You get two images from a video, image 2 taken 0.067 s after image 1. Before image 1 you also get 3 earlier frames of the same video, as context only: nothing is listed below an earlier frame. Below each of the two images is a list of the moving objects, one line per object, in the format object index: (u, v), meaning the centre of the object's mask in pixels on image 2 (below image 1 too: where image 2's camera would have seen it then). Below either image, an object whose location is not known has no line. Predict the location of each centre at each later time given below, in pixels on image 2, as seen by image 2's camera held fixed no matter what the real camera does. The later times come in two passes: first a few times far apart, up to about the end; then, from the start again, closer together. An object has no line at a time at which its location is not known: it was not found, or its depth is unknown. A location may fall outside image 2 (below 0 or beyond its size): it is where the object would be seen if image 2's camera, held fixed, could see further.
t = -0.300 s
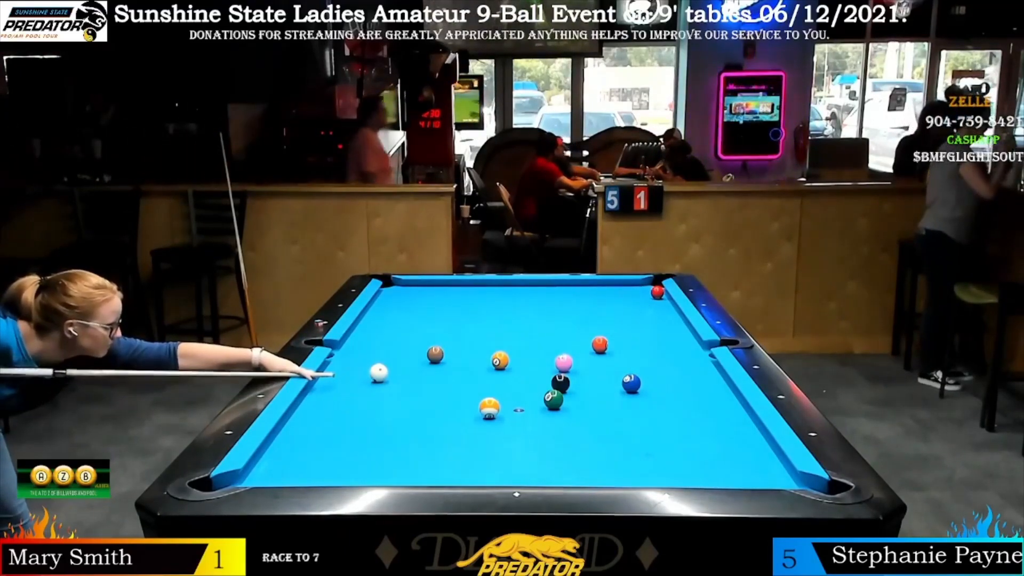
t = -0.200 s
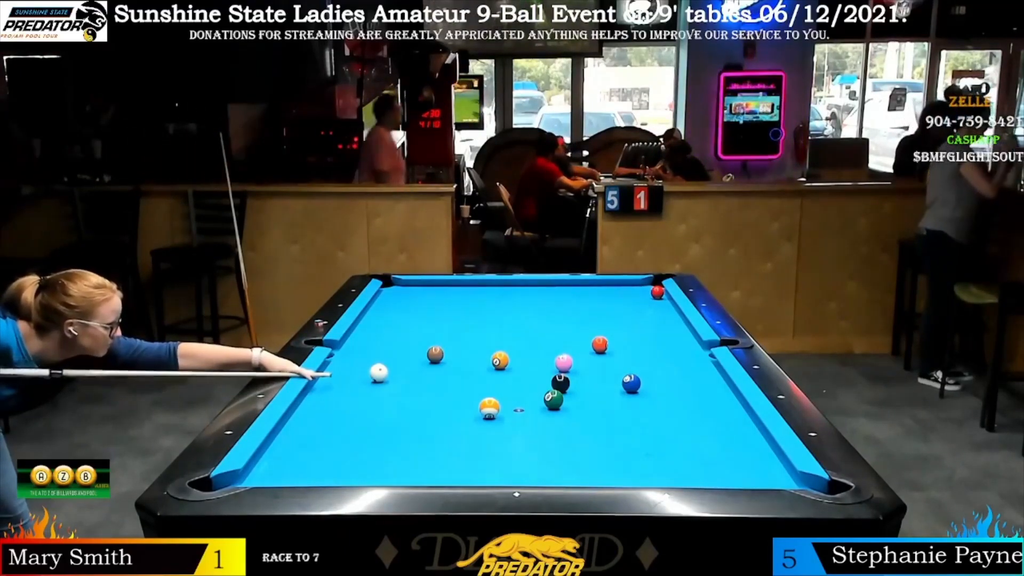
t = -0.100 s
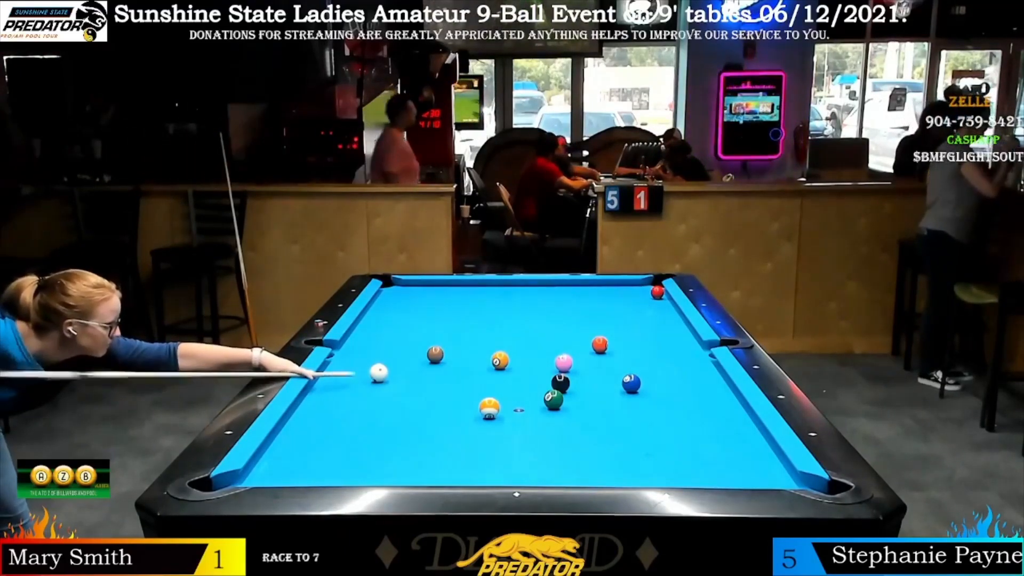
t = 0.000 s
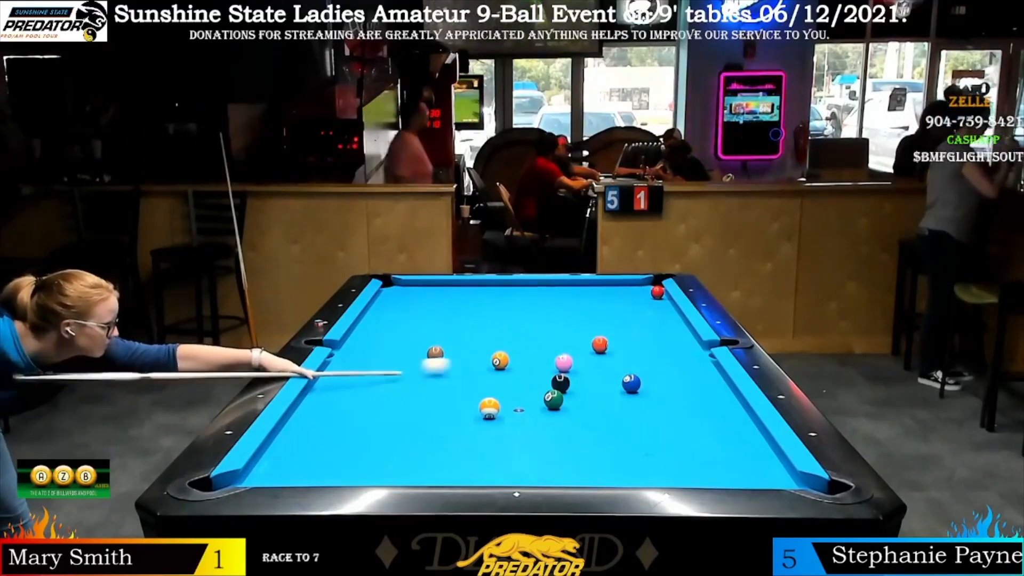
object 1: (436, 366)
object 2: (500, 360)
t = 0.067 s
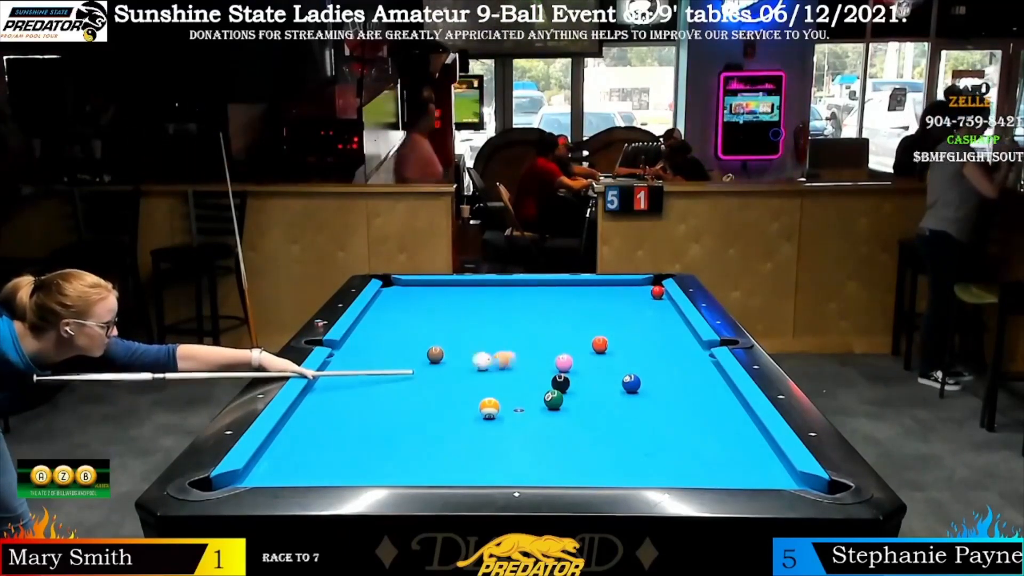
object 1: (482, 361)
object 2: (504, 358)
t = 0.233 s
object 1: (485, 358)
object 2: (604, 352)
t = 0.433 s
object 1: (487, 355)
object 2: (696, 346)
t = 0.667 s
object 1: (490, 352)
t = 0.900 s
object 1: (492, 349)
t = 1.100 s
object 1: (494, 347)
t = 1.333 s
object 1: (496, 345)
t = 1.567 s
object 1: (497, 342)
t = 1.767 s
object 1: (498, 341)
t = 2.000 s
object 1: (499, 340)
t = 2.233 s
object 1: (499, 340)
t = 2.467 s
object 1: (499, 339)
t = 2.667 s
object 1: (499, 339)
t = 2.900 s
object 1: (499, 339)
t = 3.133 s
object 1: (499, 339)
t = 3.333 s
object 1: (499, 339)
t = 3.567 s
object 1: (499, 339)
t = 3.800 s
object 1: (499, 339)
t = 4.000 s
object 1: (499, 339)
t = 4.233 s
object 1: (499, 339)
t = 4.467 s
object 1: (499, 339)
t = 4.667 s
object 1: (499, 339)
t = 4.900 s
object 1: (499, 339)
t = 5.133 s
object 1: (499, 339)
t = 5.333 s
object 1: (499, 339)
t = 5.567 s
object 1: (499, 339)
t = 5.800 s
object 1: (499, 339)
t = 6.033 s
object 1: (499, 339)
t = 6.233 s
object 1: (499, 339)
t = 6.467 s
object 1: (499, 339)
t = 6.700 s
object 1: (499, 339)
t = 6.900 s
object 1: (499, 339)
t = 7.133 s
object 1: (499, 339)
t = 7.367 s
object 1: (499, 339)
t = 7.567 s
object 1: (499, 339)
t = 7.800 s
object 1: (499, 339)
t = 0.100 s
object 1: (483, 361)
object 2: (525, 358)
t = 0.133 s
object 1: (484, 360)
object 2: (546, 356)
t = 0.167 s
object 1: (484, 359)
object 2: (568, 352)
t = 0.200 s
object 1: (484, 359)
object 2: (585, 354)
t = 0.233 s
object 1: (485, 358)
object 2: (604, 352)
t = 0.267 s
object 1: (485, 358)
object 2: (621, 350)
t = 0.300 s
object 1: (486, 357)
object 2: (637, 350)
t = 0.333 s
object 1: (486, 356)
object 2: (652, 349)
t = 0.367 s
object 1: (486, 356)
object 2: (668, 348)
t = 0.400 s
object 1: (487, 355)
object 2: (681, 346)
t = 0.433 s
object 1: (487, 355)
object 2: (696, 346)
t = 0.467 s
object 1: (487, 355)
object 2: (710, 343)
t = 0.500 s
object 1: (488, 354)
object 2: (720, 343)
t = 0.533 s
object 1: (488, 354)
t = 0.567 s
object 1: (489, 353)
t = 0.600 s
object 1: (489, 353)
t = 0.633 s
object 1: (490, 352)
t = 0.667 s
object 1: (490, 352)
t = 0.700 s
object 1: (490, 351)
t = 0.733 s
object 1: (491, 351)
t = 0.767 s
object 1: (491, 350)
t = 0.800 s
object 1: (491, 350)
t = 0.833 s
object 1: (491, 350)
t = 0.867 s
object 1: (492, 349)
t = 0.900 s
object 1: (492, 349)
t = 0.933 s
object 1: (493, 348)
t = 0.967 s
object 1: (493, 348)
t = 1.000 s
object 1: (493, 348)
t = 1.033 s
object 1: (493, 347)
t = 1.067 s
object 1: (494, 347)
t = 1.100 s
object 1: (494, 347)
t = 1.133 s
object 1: (494, 346)
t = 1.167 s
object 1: (495, 346)
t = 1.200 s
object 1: (495, 346)
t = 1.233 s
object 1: (495, 345)
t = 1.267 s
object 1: (495, 345)
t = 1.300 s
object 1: (496, 345)
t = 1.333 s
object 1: (496, 345)
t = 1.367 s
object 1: (496, 344)
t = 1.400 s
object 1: (496, 344)
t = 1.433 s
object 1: (496, 344)
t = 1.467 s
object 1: (497, 344)
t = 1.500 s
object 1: (497, 343)
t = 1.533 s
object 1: (497, 343)
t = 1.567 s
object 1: (497, 342)
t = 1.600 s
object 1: (497, 342)
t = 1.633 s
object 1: (497, 342)
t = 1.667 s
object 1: (497, 342)
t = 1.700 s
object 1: (498, 342)
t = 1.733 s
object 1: (498, 341)
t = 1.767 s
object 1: (498, 341)
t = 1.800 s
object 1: (498, 341)
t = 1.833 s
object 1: (498, 341)
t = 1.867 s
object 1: (498, 341)
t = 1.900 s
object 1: (498, 341)
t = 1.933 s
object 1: (499, 341)
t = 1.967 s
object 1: (499, 340)
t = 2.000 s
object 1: (499, 340)
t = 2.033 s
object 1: (499, 340)
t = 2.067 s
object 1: (499, 340)
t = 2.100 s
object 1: (499, 340)
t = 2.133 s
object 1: (499, 340)
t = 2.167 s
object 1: (499, 340)
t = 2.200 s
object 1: (499, 339)
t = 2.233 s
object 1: (499, 340)
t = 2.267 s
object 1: (499, 339)
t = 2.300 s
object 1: (499, 339)
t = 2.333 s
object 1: (499, 339)
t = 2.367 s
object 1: (499, 339)
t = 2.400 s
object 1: (499, 339)
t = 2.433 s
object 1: (499, 339)
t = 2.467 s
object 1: (499, 339)
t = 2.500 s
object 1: (499, 339)
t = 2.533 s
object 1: (499, 339)
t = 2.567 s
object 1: (499, 339)
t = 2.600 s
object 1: (499, 339)
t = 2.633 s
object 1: (499, 339)
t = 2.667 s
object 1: (499, 339)
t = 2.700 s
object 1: (499, 339)
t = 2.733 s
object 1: (499, 339)
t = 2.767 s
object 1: (499, 339)
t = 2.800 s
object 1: (499, 339)
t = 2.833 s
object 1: (499, 339)
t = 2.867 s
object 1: (499, 339)
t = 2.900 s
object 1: (499, 339)
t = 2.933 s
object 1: (499, 339)
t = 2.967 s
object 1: (499, 339)
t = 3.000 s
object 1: (499, 339)
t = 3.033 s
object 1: (499, 339)
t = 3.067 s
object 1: (499, 339)
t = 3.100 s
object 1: (499, 339)
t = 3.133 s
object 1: (499, 339)
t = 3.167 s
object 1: (499, 339)
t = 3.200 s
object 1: (499, 339)
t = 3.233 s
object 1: (499, 339)
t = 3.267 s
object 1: (499, 339)
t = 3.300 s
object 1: (499, 339)
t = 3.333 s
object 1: (499, 339)
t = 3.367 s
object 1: (499, 339)
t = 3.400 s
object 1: (499, 339)
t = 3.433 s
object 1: (499, 339)
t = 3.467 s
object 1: (499, 339)
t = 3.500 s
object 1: (499, 339)
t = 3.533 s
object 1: (499, 339)
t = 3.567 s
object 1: (499, 339)
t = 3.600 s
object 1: (499, 339)
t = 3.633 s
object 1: (499, 339)
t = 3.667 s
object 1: (499, 339)
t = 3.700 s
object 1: (499, 339)
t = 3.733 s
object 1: (499, 339)
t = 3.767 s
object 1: (499, 339)
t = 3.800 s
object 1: (499, 339)
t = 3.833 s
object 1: (499, 339)
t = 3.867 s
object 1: (499, 339)
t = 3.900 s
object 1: (499, 339)
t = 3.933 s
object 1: (499, 339)
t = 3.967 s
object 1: (499, 339)
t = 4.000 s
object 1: (499, 339)
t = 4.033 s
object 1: (499, 339)
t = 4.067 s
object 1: (499, 339)
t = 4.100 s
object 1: (499, 339)
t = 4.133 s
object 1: (499, 339)
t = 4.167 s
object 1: (499, 339)
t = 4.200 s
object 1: (499, 339)
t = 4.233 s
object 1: (499, 339)
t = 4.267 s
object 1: (499, 339)
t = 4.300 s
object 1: (499, 339)
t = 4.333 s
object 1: (499, 339)
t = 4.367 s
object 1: (499, 339)
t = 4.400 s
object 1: (499, 339)
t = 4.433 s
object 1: (499, 339)
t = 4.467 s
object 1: (499, 339)
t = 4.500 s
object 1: (499, 339)
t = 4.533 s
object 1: (499, 339)
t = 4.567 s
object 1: (499, 339)
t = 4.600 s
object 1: (499, 339)
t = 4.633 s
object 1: (499, 339)
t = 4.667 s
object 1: (499, 339)
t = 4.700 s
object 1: (499, 339)
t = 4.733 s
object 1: (499, 339)
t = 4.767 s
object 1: (499, 339)
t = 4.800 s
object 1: (499, 339)
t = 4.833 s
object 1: (499, 339)
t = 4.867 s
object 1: (499, 339)
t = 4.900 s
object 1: (499, 339)
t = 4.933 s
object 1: (499, 339)
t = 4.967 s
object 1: (499, 339)
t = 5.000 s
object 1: (499, 339)
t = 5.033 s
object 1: (499, 339)
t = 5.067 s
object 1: (499, 339)
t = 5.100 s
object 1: (499, 339)
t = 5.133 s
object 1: (499, 339)
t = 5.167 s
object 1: (499, 339)
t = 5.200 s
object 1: (499, 339)
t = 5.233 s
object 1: (499, 339)
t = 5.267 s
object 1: (499, 339)
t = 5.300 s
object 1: (499, 339)
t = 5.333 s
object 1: (499, 339)
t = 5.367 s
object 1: (499, 339)
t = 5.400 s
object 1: (499, 339)
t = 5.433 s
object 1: (499, 339)
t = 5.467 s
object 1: (499, 339)
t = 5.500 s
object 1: (499, 339)
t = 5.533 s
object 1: (499, 339)
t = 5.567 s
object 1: (499, 339)
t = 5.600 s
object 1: (499, 339)
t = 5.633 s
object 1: (499, 339)
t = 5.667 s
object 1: (499, 339)
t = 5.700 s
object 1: (499, 339)
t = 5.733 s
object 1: (499, 339)
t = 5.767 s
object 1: (499, 339)
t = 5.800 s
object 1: (499, 339)
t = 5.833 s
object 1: (499, 339)
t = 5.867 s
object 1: (499, 339)
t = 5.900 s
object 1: (499, 339)
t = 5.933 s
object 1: (499, 339)
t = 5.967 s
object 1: (499, 339)
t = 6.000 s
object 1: (499, 339)
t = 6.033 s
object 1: (499, 339)
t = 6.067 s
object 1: (499, 339)
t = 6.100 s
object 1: (499, 339)
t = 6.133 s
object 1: (499, 339)
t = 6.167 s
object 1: (499, 339)
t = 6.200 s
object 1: (499, 339)
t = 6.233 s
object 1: (499, 339)
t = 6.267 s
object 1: (499, 339)
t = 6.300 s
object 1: (499, 339)
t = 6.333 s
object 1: (499, 339)
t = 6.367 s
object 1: (499, 339)
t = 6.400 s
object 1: (499, 339)
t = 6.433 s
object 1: (499, 339)
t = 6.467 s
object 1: (499, 339)
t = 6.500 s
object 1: (499, 339)
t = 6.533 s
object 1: (499, 339)
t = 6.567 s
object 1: (499, 339)
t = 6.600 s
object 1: (499, 339)
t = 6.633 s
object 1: (499, 339)
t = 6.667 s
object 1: (499, 339)
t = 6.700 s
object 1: (499, 339)
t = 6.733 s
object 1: (499, 339)
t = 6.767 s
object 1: (499, 339)
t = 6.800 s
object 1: (499, 339)
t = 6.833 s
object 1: (499, 339)
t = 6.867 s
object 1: (499, 339)
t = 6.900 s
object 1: (499, 339)
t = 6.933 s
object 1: (499, 339)
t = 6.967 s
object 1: (499, 339)
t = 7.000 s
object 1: (499, 339)
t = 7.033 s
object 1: (499, 339)
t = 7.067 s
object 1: (499, 339)
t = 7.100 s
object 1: (499, 339)
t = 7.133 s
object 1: (499, 339)
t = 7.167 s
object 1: (499, 339)
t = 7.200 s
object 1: (499, 339)
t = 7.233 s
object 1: (499, 339)
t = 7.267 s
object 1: (499, 339)
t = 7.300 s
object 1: (499, 339)
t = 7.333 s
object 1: (499, 339)
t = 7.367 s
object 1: (499, 339)
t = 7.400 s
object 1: (499, 339)
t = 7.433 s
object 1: (499, 339)
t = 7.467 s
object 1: (499, 339)
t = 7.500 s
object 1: (499, 339)
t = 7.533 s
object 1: (499, 339)
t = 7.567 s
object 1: (499, 339)
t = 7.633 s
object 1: (499, 339)
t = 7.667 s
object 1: (499, 339)
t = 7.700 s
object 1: (499, 339)
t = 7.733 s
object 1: (499, 339)
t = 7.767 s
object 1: (499, 339)
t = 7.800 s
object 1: (499, 339)
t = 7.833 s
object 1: (499, 339)
